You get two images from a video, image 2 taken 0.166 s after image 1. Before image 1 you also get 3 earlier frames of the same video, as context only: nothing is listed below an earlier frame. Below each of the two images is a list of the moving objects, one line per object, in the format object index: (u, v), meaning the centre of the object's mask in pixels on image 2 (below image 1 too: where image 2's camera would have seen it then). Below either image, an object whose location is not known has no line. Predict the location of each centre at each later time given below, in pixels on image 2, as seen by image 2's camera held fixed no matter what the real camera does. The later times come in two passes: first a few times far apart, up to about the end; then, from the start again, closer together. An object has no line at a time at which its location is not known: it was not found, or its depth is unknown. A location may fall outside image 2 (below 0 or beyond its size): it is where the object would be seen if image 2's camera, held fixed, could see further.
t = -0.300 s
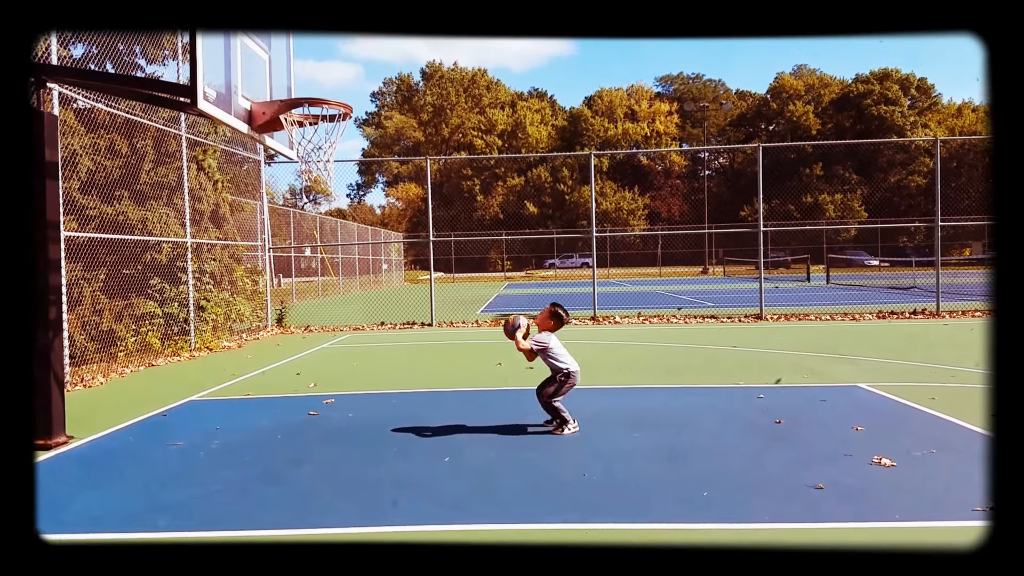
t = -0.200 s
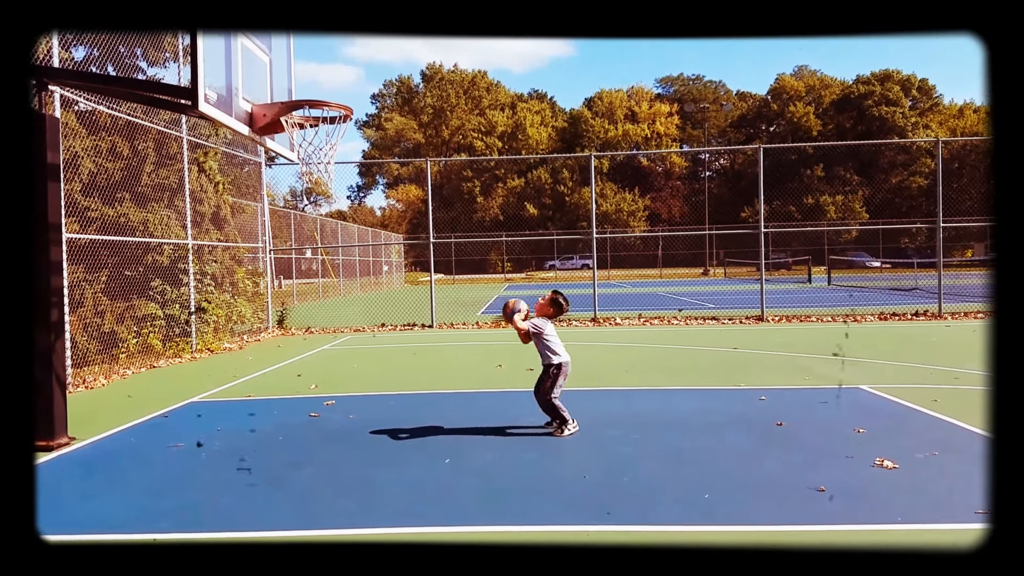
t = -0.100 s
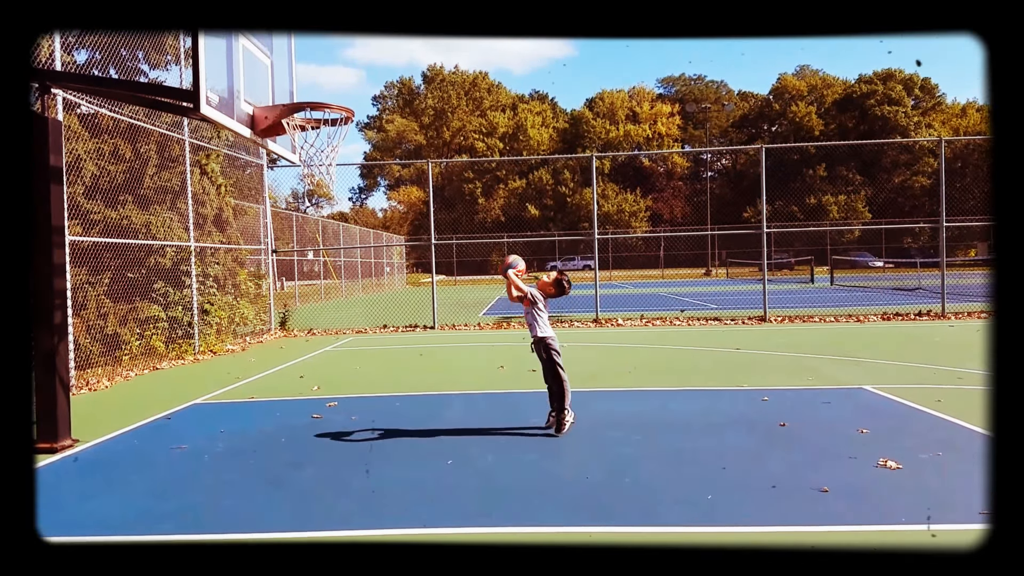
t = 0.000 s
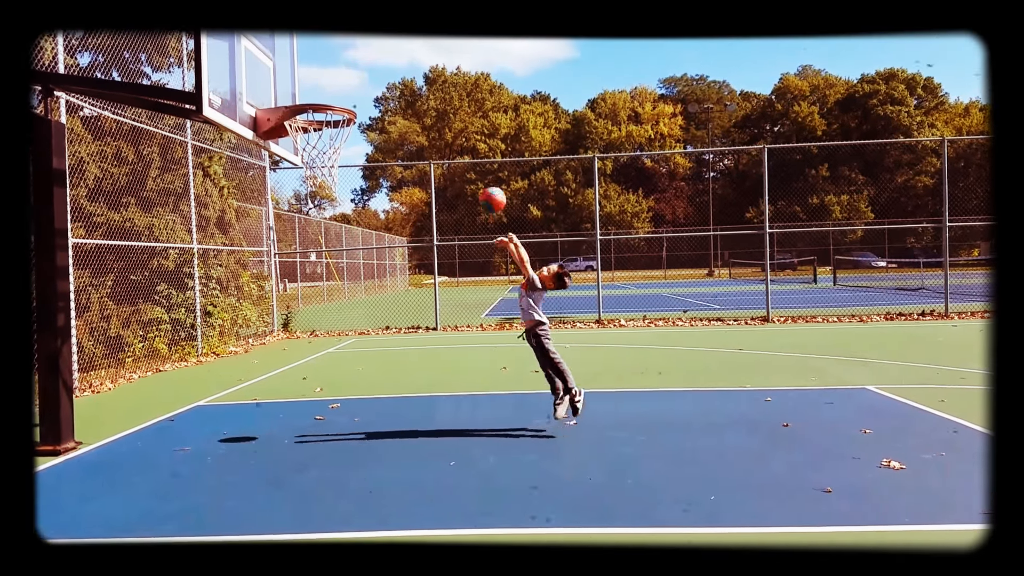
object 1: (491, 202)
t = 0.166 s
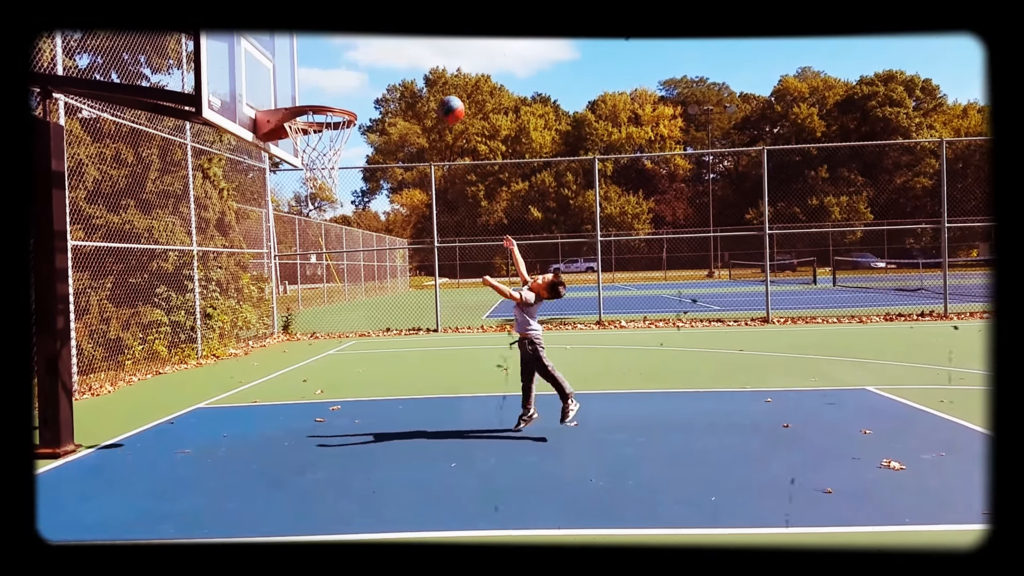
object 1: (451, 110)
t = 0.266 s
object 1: (425, 72)
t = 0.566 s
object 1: (348, 47)
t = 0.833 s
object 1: (303, 133)
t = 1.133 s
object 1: (358, 269)
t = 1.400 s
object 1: (401, 388)
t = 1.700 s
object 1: (447, 283)
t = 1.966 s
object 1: (487, 293)
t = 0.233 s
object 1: (433, 83)
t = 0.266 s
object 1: (425, 72)
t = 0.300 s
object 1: (415, 63)
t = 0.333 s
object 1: (407, 55)
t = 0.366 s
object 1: (399, 49)
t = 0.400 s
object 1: (390, 45)
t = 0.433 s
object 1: (381, 44)
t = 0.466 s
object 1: (373, 43)
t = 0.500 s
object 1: (364, 44)
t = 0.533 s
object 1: (356, 45)
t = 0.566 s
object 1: (348, 47)
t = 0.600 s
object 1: (340, 53)
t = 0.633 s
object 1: (332, 59)
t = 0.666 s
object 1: (324, 68)
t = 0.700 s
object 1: (316, 79)
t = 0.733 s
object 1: (308, 92)
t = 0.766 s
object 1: (295, 100)
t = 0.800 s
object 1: (302, 127)
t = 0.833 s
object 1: (303, 133)
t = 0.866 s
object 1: (310, 149)
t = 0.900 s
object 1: (317, 161)
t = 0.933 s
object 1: (324, 177)
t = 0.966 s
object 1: (330, 190)
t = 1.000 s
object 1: (334, 202)
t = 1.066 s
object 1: (346, 232)
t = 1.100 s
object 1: (352, 250)
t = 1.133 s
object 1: (358, 269)
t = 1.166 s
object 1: (363, 289)
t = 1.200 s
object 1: (370, 311)
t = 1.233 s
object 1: (375, 335)
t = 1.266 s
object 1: (381, 361)
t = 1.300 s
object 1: (386, 388)
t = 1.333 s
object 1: (392, 417)
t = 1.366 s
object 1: (397, 407)
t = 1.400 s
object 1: (401, 388)
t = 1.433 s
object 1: (406, 370)
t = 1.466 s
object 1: (410, 354)
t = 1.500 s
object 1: (416, 339)
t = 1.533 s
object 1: (421, 326)
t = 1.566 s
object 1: (426, 315)
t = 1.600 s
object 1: (431, 304)
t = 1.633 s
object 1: (436, 296)
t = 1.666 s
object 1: (442, 289)
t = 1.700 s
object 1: (447, 283)
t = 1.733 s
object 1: (452, 279)
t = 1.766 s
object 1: (458, 277)
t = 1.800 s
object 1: (464, 276)
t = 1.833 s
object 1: (469, 276)
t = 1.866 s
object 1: (473, 278)
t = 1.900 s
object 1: (478, 281)
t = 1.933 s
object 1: (482, 287)
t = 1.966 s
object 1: (487, 293)
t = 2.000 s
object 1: (493, 302)
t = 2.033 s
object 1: (498, 311)
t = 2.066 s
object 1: (503, 322)
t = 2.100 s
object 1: (509, 335)
